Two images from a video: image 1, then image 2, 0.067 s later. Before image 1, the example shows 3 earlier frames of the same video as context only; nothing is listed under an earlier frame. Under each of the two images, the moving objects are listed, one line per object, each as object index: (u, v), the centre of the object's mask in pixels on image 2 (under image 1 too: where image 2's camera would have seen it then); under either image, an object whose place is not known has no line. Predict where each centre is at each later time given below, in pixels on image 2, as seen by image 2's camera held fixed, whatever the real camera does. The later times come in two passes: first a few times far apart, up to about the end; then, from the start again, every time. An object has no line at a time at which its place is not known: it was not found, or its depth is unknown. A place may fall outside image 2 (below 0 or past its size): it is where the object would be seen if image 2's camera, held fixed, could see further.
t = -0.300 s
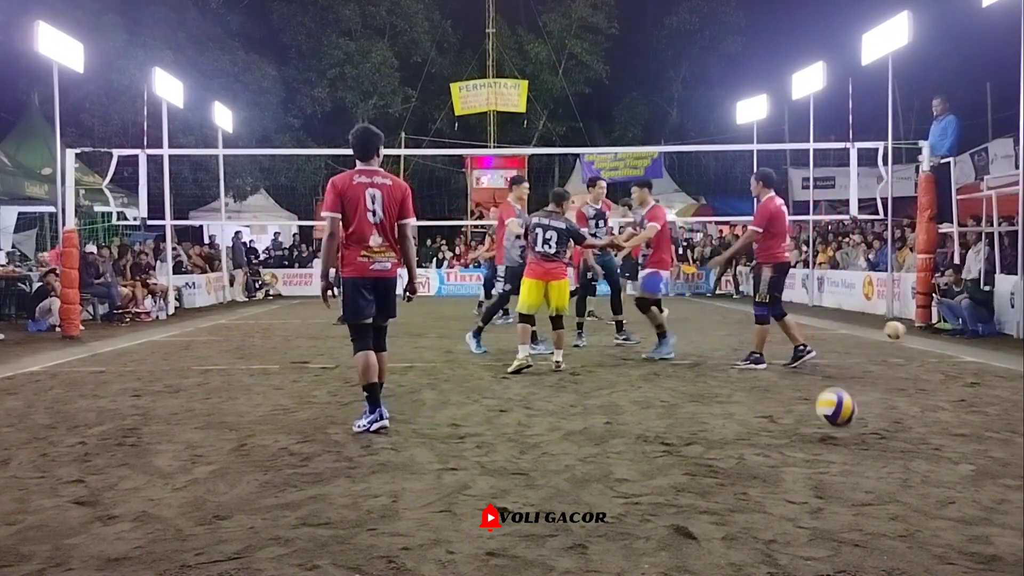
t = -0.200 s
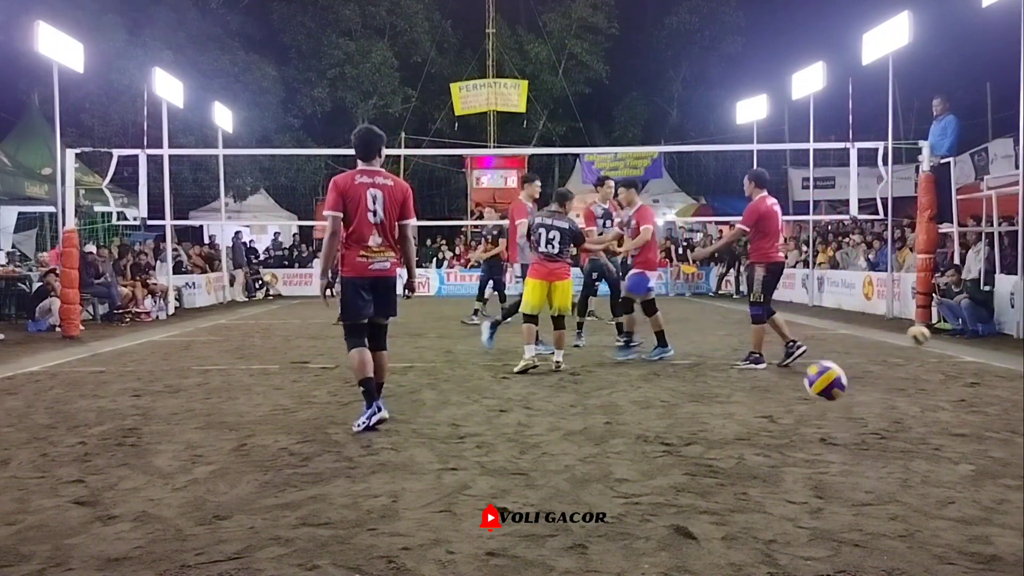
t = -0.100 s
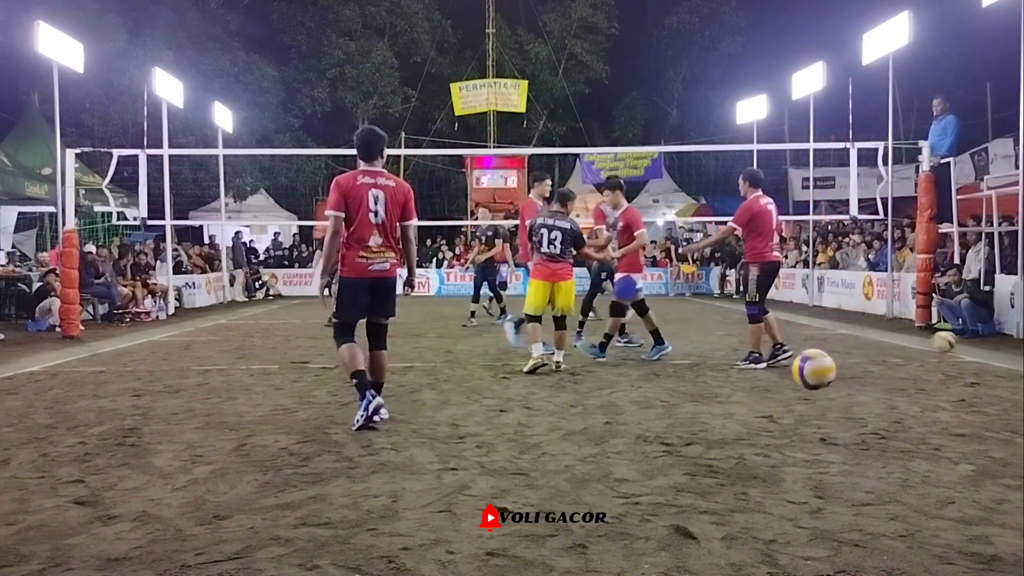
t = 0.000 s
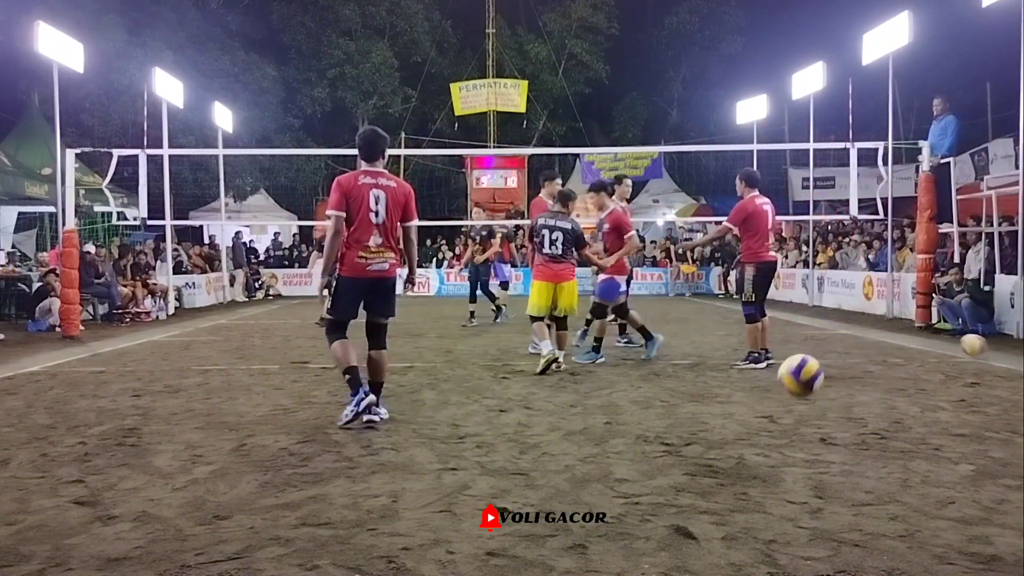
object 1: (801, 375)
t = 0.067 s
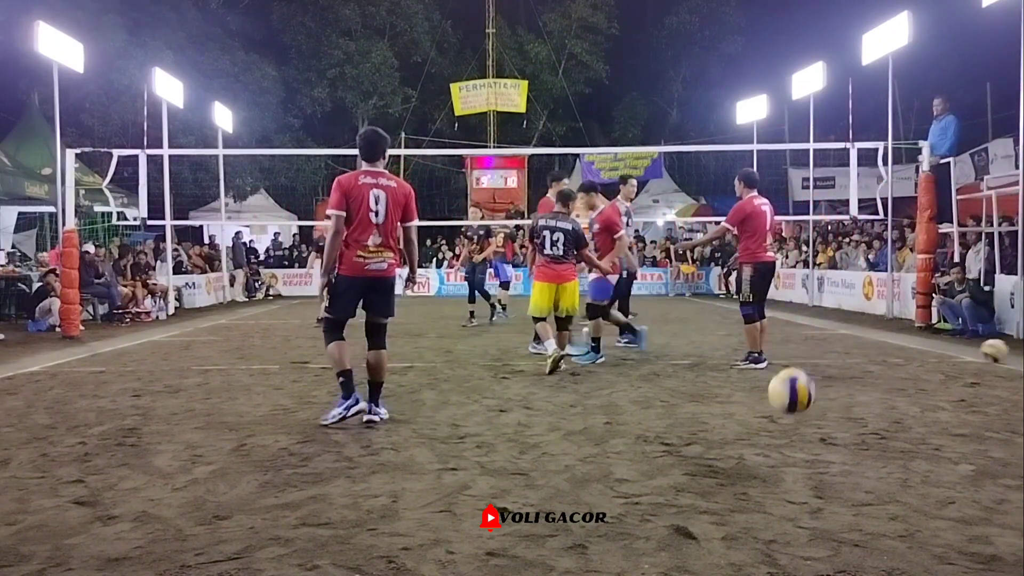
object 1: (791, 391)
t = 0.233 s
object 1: (767, 441)
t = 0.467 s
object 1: (735, 423)
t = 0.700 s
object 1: (696, 482)
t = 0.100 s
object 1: (787, 402)
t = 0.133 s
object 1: (782, 416)
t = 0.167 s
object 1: (777, 432)
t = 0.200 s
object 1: (772, 451)
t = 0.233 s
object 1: (767, 441)
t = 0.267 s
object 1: (763, 433)
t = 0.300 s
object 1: (759, 426)
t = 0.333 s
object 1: (754, 420)
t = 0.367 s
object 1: (750, 417)
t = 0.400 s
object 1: (745, 417)
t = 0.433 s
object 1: (740, 419)
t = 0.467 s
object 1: (735, 423)
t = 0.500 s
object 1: (731, 430)
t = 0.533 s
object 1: (725, 440)
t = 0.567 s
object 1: (719, 452)
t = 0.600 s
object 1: (714, 468)
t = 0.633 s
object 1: (709, 485)
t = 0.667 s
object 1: (702, 490)
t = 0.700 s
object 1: (696, 482)
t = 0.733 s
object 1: (690, 477)
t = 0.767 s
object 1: (684, 474)
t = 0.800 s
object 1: (678, 474)
